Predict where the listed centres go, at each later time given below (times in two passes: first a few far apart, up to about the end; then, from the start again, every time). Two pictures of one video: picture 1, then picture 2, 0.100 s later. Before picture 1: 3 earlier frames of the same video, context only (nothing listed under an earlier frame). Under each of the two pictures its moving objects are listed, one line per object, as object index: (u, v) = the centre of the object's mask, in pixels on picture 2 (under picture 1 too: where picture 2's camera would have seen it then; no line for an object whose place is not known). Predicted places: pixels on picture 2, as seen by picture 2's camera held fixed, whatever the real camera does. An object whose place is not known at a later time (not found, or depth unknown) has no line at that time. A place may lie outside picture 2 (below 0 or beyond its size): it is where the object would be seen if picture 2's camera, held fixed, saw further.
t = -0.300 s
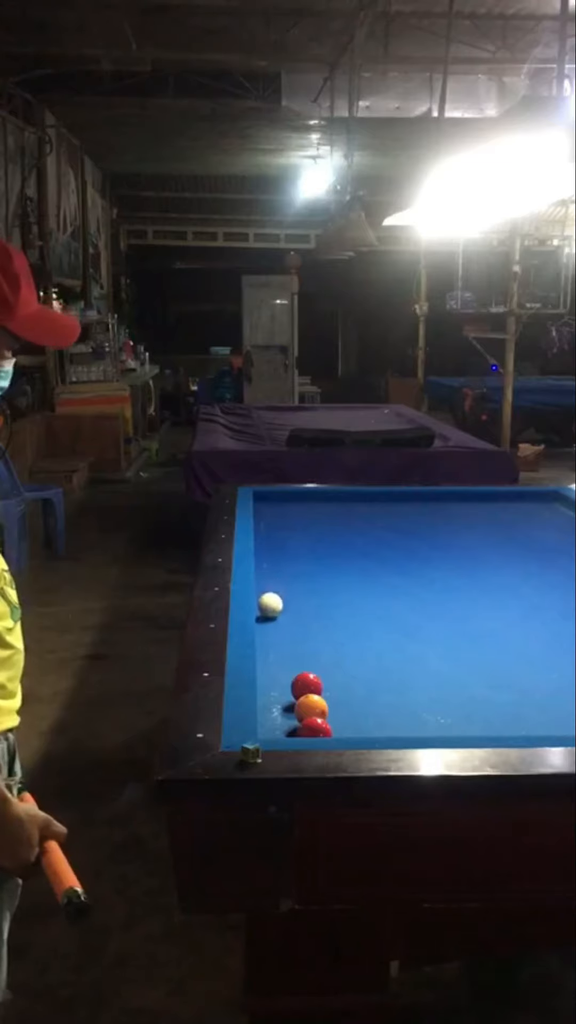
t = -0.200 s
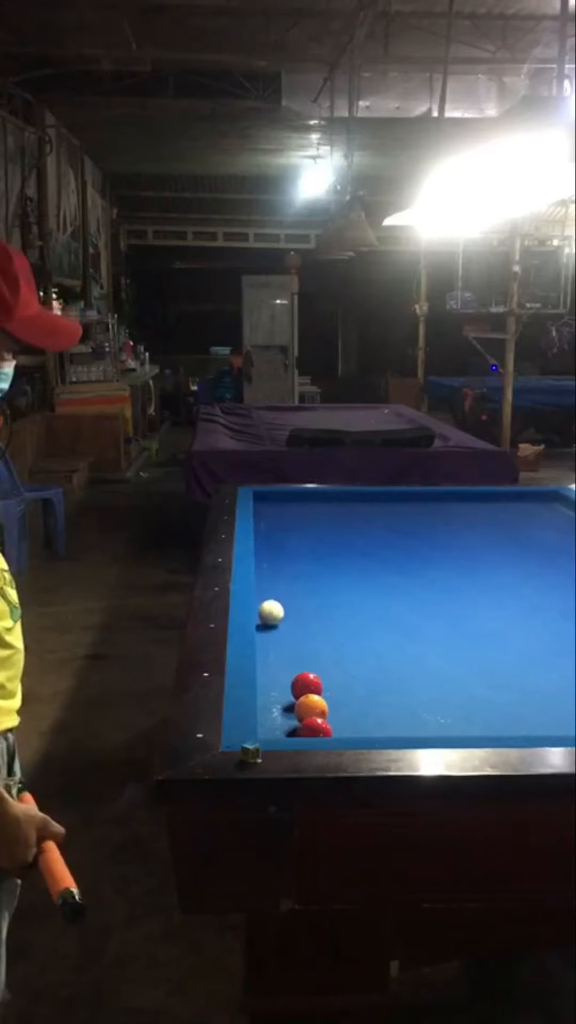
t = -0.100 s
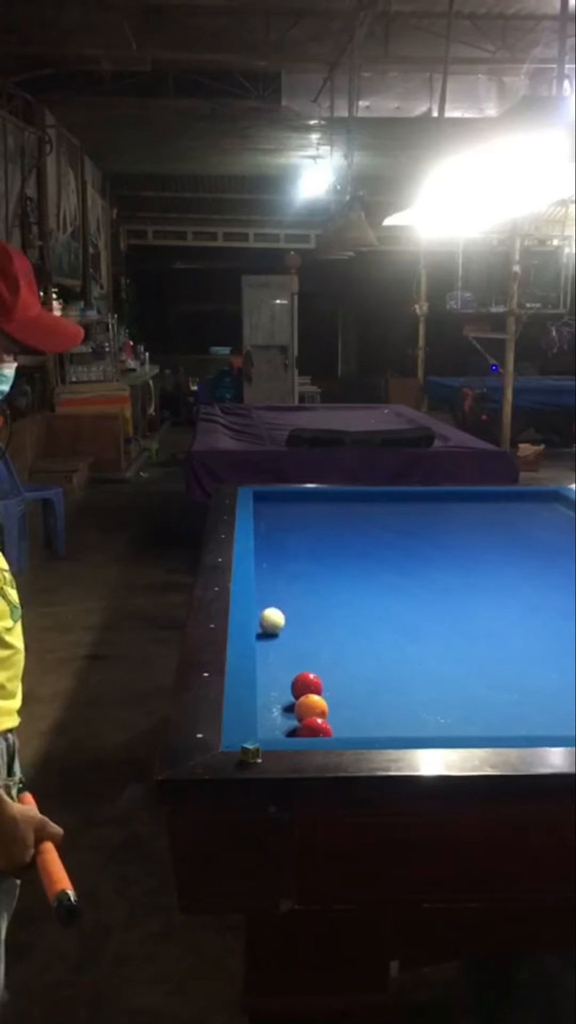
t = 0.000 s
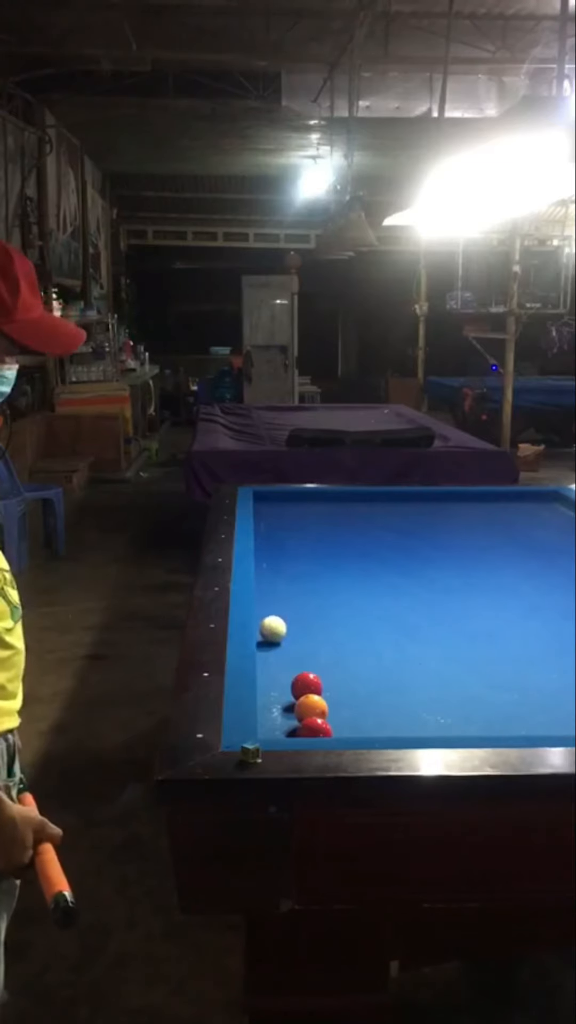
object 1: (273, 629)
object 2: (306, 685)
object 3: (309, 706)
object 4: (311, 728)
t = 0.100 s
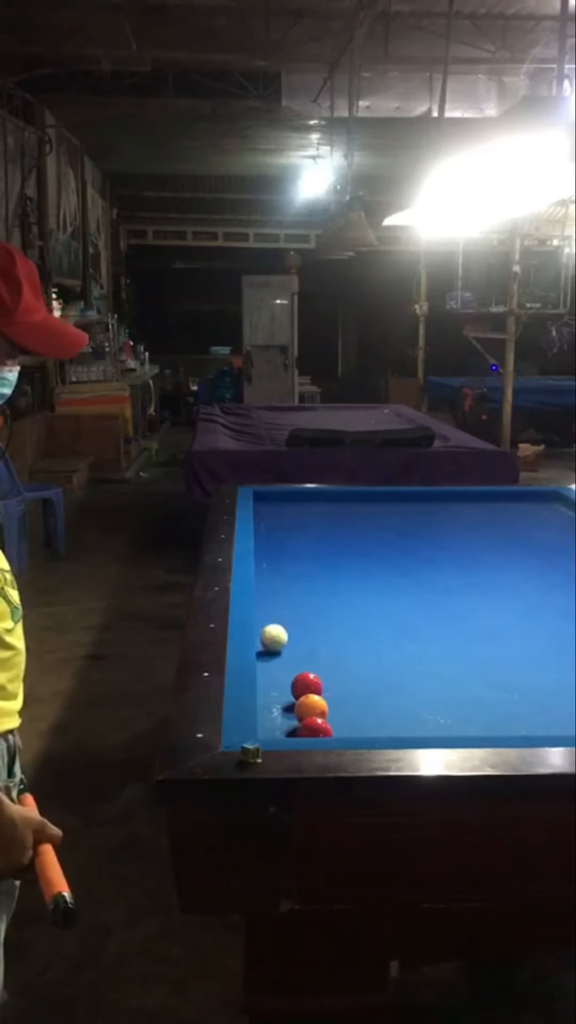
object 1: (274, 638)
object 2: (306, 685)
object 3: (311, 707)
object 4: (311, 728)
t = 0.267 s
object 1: (275, 654)
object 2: (306, 685)
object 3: (308, 706)
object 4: (311, 728)
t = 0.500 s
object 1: (278, 678)
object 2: (306, 685)
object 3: (308, 706)
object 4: (311, 728)
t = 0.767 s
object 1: (281, 705)
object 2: (334, 692)
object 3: (313, 707)
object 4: (310, 728)
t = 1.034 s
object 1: (279, 724)
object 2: (362, 697)
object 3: (348, 719)
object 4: (311, 728)
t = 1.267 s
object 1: (280, 726)
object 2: (386, 701)
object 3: (376, 723)
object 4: (325, 727)
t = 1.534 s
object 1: (284, 720)
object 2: (412, 706)
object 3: (409, 727)
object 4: (340, 726)
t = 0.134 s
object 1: (274, 641)
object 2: (306, 685)
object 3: (311, 707)
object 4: (311, 728)
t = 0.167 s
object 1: (274, 644)
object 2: (306, 685)
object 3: (311, 707)
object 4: (311, 728)
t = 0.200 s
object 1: (275, 647)
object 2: (306, 685)
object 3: (308, 706)
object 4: (311, 728)
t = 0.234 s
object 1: (275, 650)
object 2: (306, 685)
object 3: (308, 706)
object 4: (311, 728)
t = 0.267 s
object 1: (275, 654)
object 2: (306, 685)
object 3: (308, 706)
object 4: (311, 728)
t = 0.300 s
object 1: (276, 657)
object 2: (306, 685)
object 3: (308, 706)
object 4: (311, 728)
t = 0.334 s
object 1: (276, 660)
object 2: (306, 685)
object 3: (308, 706)
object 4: (311, 728)
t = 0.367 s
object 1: (277, 664)
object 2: (306, 685)
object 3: (308, 706)
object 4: (311, 728)
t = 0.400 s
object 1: (277, 667)
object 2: (306, 685)
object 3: (308, 706)
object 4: (311, 728)
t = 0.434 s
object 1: (277, 671)
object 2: (306, 685)
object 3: (308, 706)
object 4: (311, 728)
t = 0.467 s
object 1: (278, 674)
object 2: (306, 685)
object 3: (308, 706)
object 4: (311, 728)
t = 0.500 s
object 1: (278, 678)
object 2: (306, 685)
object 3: (308, 706)
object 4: (311, 728)
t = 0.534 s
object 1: (278, 682)
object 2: (306, 685)
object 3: (308, 706)
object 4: (311, 728)
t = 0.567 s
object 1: (275, 685)
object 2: (311, 685)
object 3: (308, 706)
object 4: (311, 728)
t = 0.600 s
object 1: (272, 689)
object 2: (316, 686)
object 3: (309, 706)
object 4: (311, 728)
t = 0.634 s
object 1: (273, 692)
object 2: (319, 687)
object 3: (311, 707)
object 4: (310, 728)
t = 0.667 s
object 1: (276, 696)
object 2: (324, 689)
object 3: (311, 707)
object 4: (311, 728)
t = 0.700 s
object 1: (278, 698)
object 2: (327, 690)
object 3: (311, 707)
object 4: (310, 728)
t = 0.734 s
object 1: (280, 702)
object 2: (330, 692)
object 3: (311, 707)
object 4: (310, 728)
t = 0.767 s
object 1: (281, 705)
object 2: (334, 692)
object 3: (313, 707)
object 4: (310, 728)
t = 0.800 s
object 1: (278, 708)
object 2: (337, 693)
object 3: (319, 708)
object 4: (310, 728)
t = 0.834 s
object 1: (276, 710)
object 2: (341, 694)
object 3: (324, 709)
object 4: (311, 728)
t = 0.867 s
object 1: (274, 713)
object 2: (345, 694)
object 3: (329, 711)
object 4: (311, 728)
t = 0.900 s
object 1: (273, 715)
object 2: (348, 695)
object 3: (333, 713)
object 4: (311, 728)
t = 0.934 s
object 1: (275, 718)
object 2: (352, 695)
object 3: (337, 715)
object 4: (311, 728)
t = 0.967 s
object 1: (276, 720)
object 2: (355, 696)
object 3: (340, 716)
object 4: (311, 728)
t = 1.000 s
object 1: (278, 722)
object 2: (359, 696)
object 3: (344, 718)
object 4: (311, 728)
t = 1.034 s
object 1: (279, 724)
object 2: (362, 697)
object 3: (348, 719)
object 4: (311, 728)
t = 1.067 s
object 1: (280, 726)
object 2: (366, 697)
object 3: (352, 720)
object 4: (312, 728)
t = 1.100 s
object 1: (279, 727)
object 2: (370, 698)
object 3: (356, 720)
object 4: (314, 728)
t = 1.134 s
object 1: (279, 729)
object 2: (373, 698)
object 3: (360, 721)
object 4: (317, 728)
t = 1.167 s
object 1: (279, 728)
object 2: (376, 699)
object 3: (364, 721)
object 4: (319, 728)
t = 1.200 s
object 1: (279, 727)
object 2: (379, 700)
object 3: (369, 722)
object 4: (321, 727)
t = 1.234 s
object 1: (279, 727)
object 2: (383, 700)
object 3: (373, 722)
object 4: (323, 727)
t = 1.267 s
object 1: (280, 726)
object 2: (386, 701)
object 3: (376, 723)
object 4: (325, 727)
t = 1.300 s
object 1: (280, 725)
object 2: (389, 701)
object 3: (381, 723)
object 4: (327, 727)
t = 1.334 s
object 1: (280, 724)
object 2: (393, 702)
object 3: (385, 724)
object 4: (329, 727)
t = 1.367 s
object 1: (281, 724)
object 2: (396, 703)
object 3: (389, 725)
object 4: (331, 727)
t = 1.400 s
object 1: (282, 723)
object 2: (399, 703)
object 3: (393, 725)
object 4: (332, 727)
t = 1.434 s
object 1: (282, 722)
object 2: (403, 704)
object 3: (397, 726)
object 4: (334, 727)
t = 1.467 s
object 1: (283, 722)
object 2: (406, 705)
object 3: (401, 726)
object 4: (336, 726)
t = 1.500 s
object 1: (284, 721)
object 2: (409, 705)
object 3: (405, 726)
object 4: (338, 726)
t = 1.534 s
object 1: (284, 720)
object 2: (412, 706)
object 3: (409, 727)
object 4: (340, 726)
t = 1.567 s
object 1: (285, 719)
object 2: (416, 707)
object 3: (412, 727)
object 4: (341, 726)
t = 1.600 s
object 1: (285, 718)
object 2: (419, 707)
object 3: (415, 727)
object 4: (343, 726)
